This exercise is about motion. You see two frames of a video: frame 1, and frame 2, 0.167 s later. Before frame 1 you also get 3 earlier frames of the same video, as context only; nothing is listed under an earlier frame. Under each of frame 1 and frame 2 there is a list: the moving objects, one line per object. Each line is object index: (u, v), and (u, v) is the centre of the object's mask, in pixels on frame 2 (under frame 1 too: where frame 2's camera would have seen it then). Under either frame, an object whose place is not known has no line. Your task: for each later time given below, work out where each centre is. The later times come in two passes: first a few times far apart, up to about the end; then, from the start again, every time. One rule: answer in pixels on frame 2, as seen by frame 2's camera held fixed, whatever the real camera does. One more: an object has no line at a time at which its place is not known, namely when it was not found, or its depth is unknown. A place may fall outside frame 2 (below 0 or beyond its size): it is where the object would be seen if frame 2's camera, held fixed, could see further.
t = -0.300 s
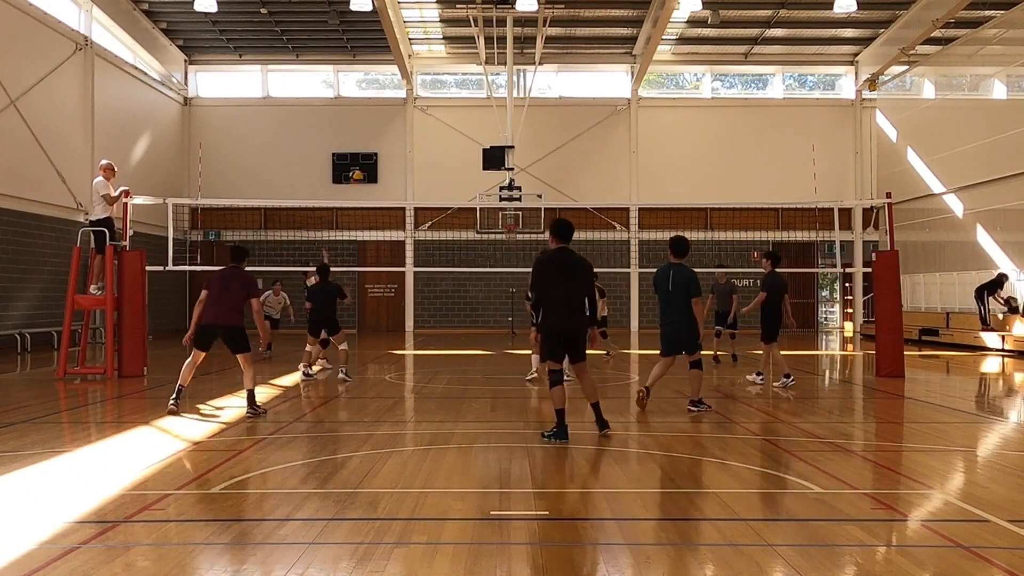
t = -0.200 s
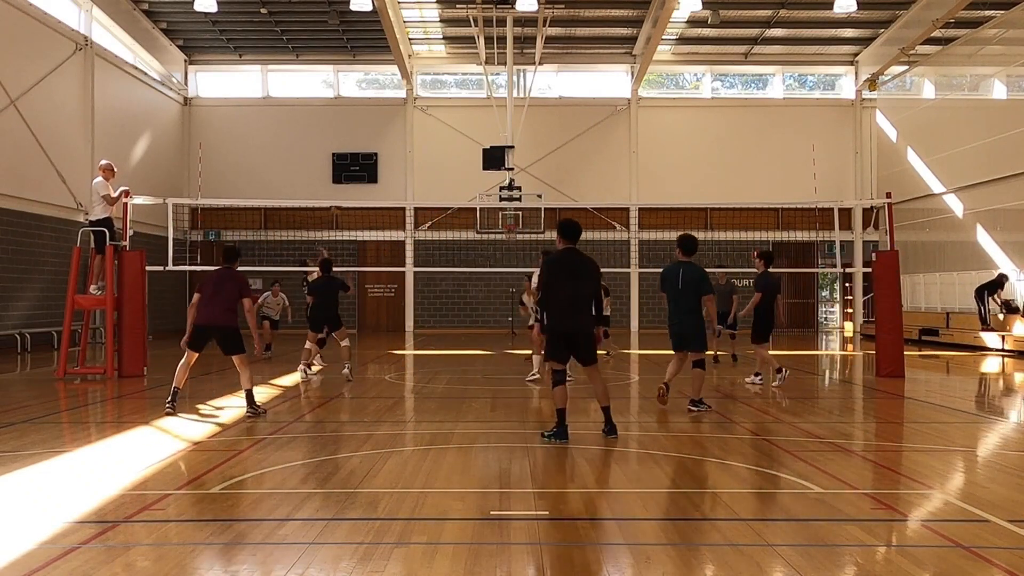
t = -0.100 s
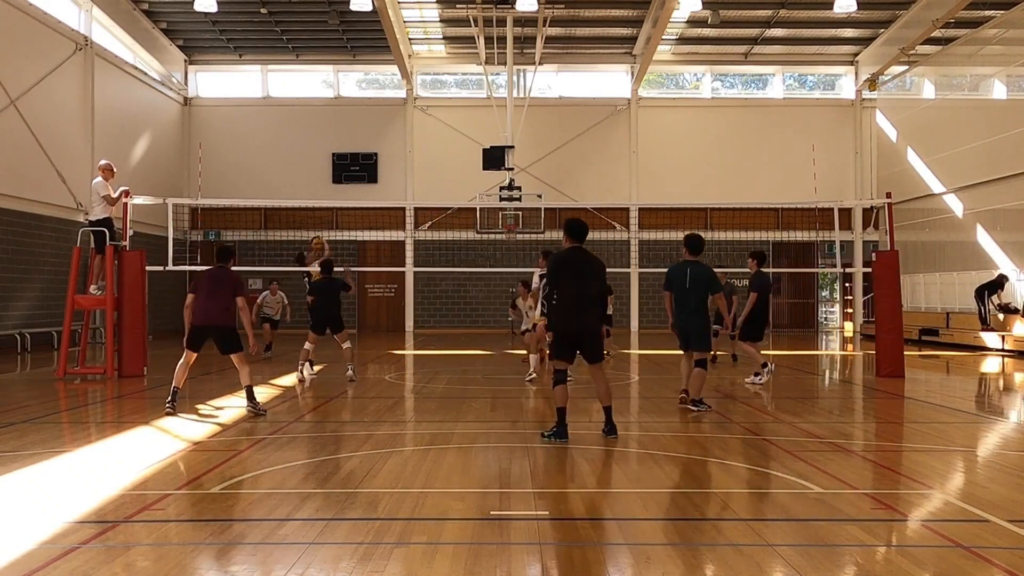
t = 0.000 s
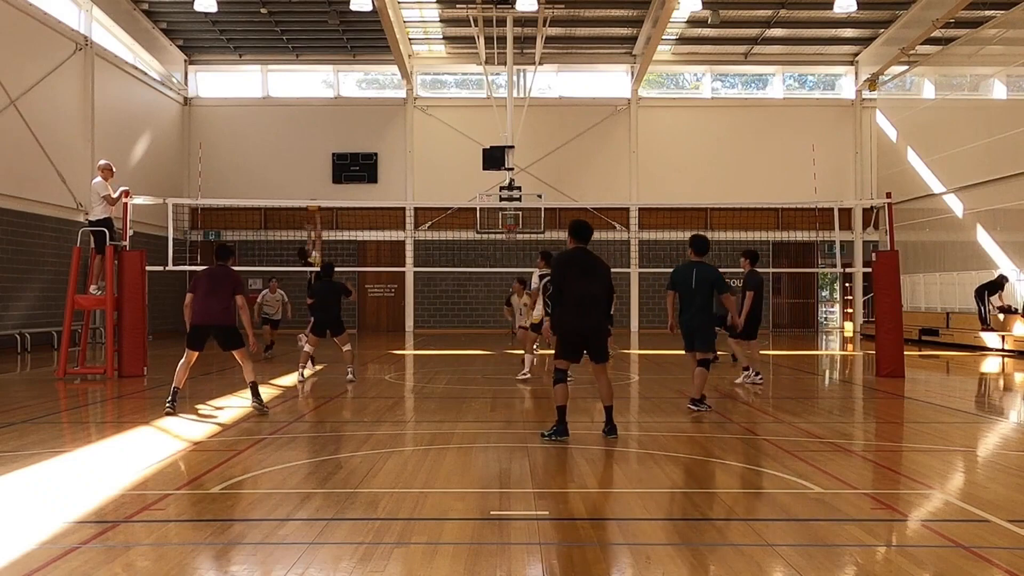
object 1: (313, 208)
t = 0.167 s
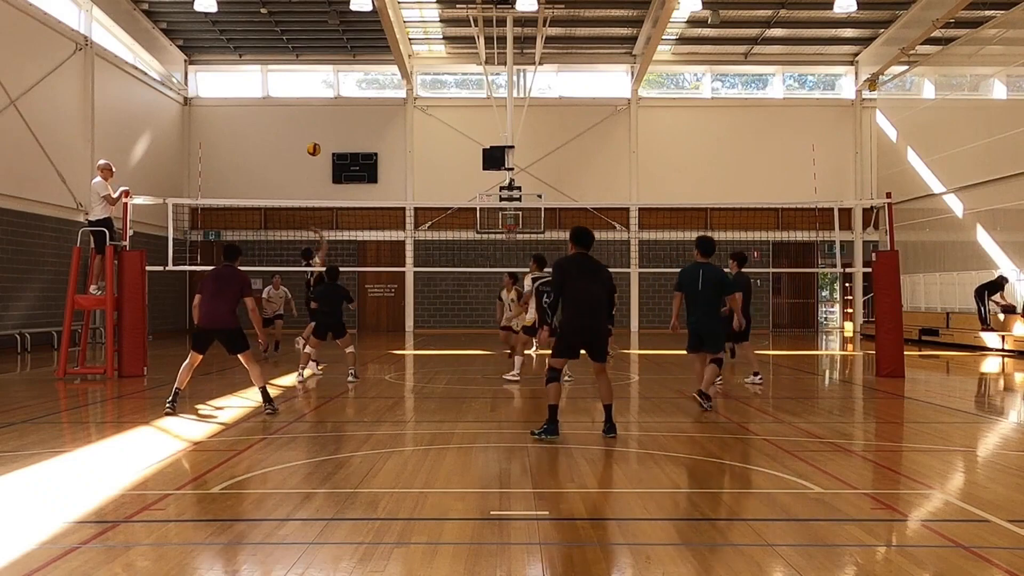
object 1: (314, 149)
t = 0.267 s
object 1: (314, 126)
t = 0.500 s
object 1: (314, 98)
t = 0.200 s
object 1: (314, 140)
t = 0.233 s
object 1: (314, 133)
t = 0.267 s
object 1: (314, 126)
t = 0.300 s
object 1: (314, 120)
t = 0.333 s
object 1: (314, 115)
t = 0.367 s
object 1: (314, 110)
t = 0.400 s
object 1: (314, 106)
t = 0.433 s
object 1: (314, 103)
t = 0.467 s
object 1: (314, 100)
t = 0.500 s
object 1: (314, 98)
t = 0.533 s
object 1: (314, 97)
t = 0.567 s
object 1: (314, 96)
